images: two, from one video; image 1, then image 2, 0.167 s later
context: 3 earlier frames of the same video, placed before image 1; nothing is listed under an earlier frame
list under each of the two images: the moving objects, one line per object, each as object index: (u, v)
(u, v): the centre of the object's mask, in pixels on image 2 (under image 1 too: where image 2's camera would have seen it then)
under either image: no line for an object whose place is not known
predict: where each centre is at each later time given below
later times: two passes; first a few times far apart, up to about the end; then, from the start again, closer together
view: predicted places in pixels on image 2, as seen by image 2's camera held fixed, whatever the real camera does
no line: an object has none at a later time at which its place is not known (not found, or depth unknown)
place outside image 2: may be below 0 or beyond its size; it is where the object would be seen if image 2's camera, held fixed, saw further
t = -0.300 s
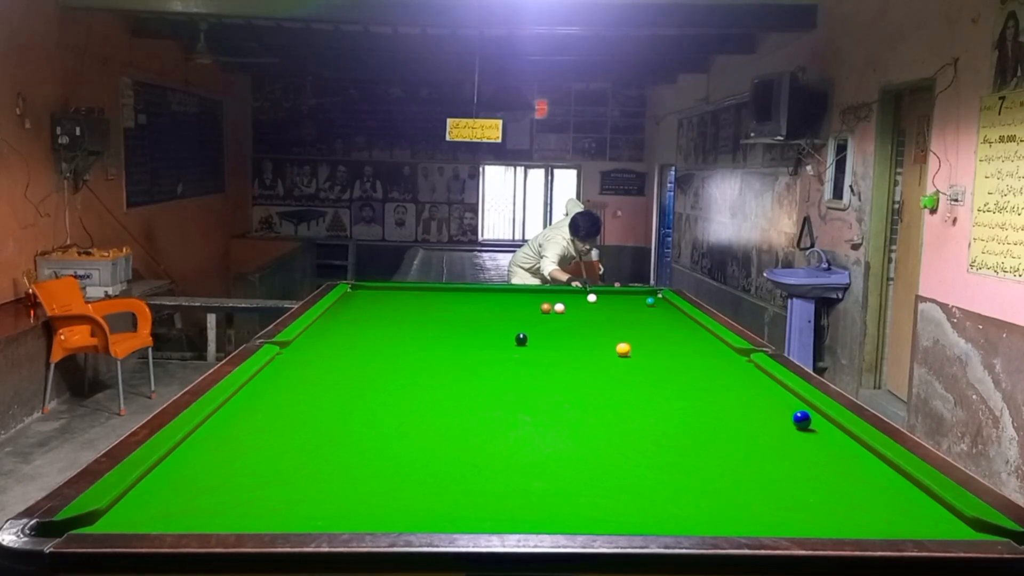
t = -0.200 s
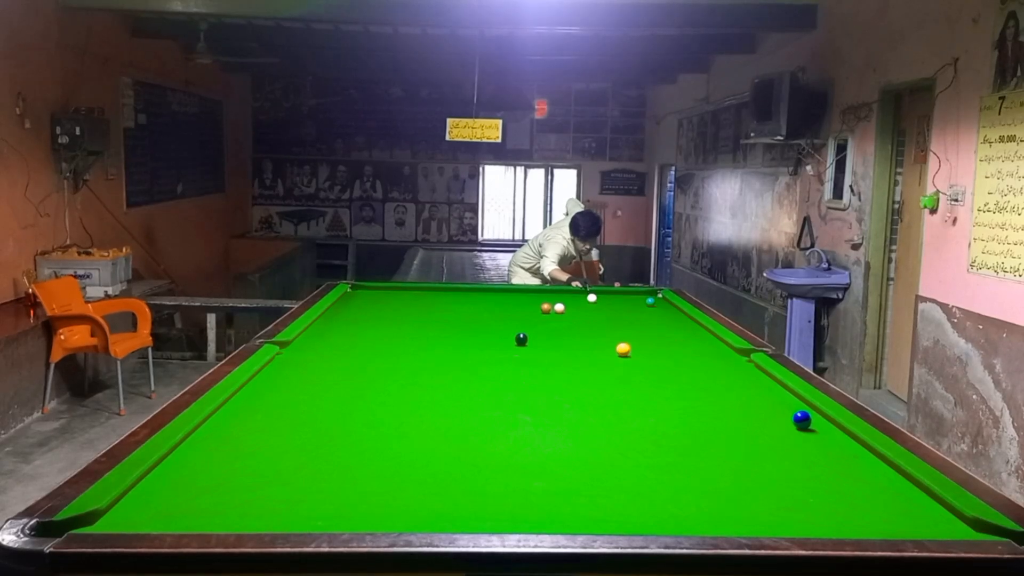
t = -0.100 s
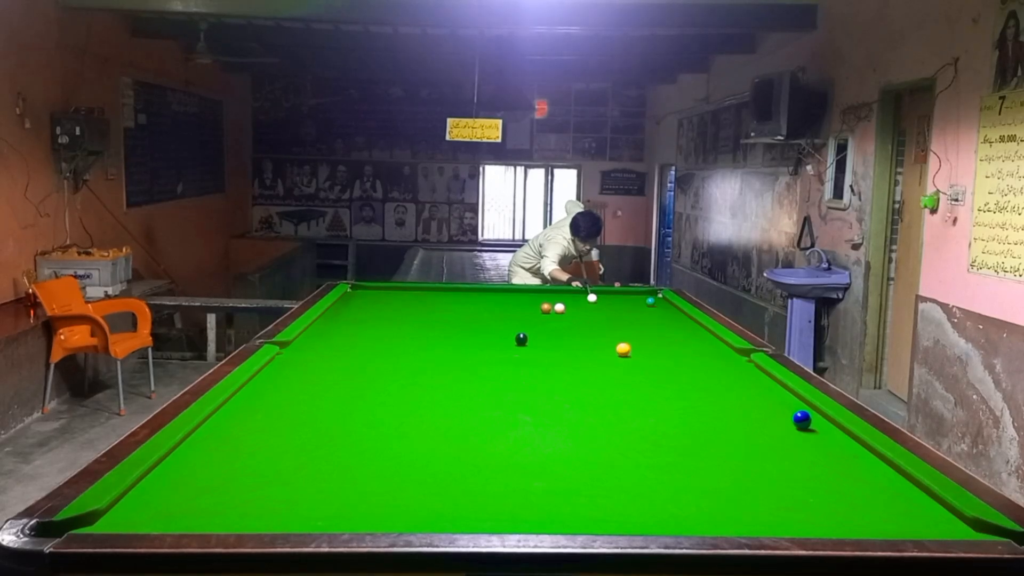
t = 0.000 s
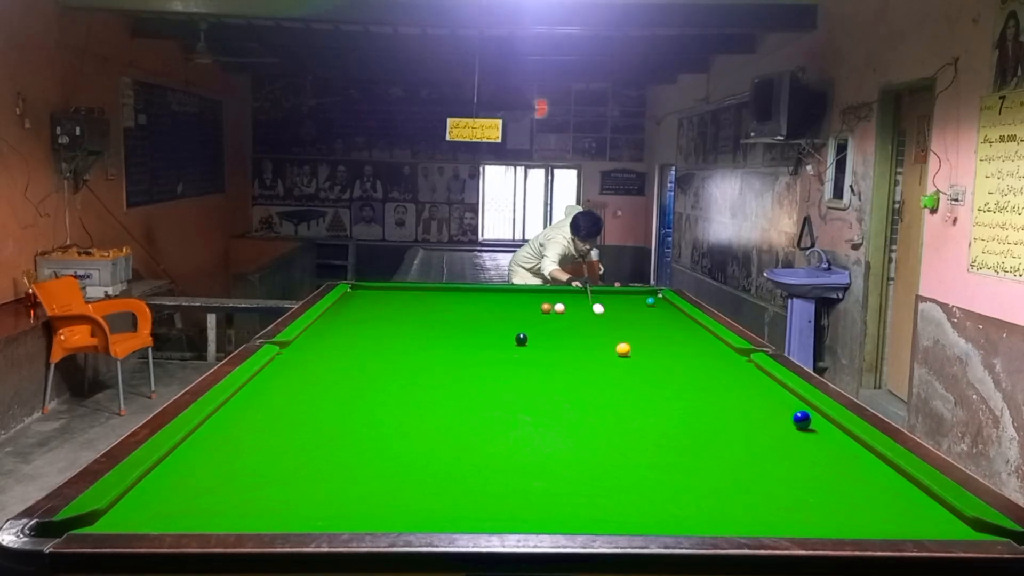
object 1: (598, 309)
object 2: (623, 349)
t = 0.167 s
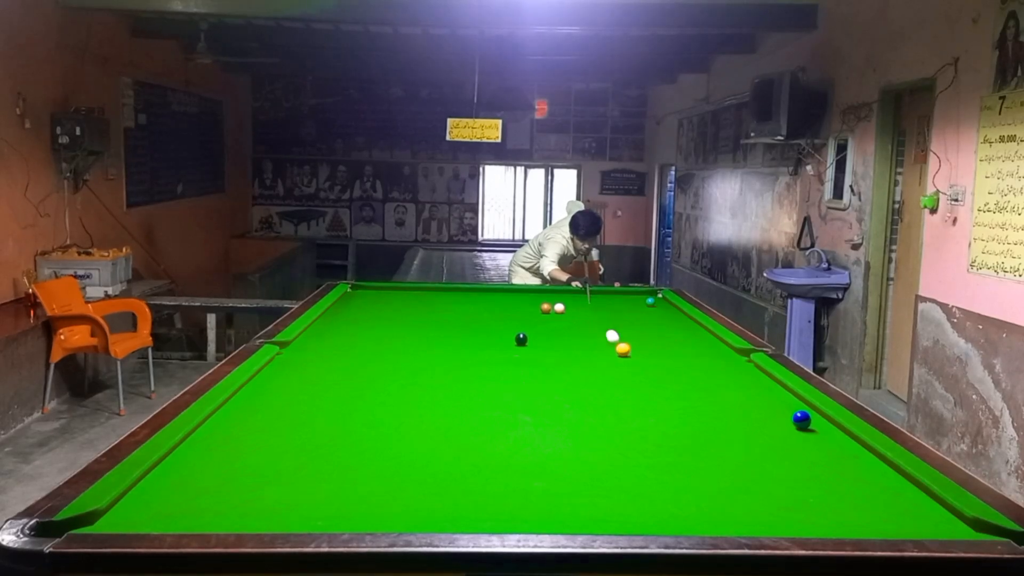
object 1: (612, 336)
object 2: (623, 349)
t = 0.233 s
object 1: (612, 346)
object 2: (630, 351)
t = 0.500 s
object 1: (545, 353)
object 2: (756, 407)
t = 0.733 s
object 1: (488, 358)
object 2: (896, 470)
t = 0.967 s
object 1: (429, 363)
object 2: (899, 511)
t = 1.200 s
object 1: (365, 371)
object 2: (790, 461)
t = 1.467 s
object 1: (287, 380)
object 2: (700, 421)
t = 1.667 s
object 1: (264, 385)
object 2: (647, 397)
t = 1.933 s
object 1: (300, 389)
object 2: (592, 373)
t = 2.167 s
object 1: (329, 393)
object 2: (552, 356)
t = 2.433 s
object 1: (362, 396)
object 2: (514, 340)
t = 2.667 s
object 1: (388, 399)
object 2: (475, 333)
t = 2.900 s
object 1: (412, 401)
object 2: (440, 328)
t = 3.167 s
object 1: (439, 404)
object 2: (403, 322)
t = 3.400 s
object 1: (460, 407)
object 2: (374, 317)
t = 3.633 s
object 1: (480, 409)
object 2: (347, 312)
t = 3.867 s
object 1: (498, 410)
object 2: (337, 309)
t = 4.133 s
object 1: (516, 413)
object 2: (359, 306)
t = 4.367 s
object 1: (530, 414)
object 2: (376, 305)
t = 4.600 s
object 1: (541, 415)
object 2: (392, 303)
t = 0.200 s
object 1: (614, 342)
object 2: (623, 349)
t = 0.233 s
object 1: (612, 346)
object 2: (630, 351)
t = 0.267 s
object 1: (602, 347)
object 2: (644, 357)
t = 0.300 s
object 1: (593, 348)
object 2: (658, 364)
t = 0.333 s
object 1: (585, 348)
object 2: (673, 370)
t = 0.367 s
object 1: (577, 349)
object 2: (689, 377)
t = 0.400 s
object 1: (569, 350)
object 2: (705, 384)
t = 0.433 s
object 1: (561, 351)
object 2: (721, 392)
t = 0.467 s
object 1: (553, 352)
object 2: (738, 399)
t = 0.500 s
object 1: (545, 353)
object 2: (756, 407)
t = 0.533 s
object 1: (537, 353)
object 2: (773, 415)
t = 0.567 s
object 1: (529, 353)
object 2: (792, 424)
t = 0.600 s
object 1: (521, 355)
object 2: (811, 432)
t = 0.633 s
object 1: (513, 356)
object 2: (831, 441)
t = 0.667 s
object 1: (505, 356)
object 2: (852, 450)
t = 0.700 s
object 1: (497, 357)
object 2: (875, 461)
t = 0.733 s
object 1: (488, 358)
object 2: (896, 470)
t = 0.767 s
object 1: (480, 358)
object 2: (903, 481)
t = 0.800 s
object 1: (472, 359)
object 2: (908, 492)
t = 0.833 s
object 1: (463, 361)
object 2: (915, 501)
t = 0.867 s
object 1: (455, 362)
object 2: (923, 513)
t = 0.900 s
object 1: (446, 363)
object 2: (930, 520)
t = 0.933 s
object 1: (437, 363)
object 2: (918, 519)
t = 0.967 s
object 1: (429, 363)
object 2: (899, 511)
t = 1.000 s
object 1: (419, 364)
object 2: (880, 503)
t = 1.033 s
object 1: (411, 366)
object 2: (863, 495)
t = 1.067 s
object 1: (402, 367)
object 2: (847, 488)
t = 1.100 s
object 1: (393, 368)
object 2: (832, 481)
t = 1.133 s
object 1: (384, 368)
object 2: (817, 474)
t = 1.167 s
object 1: (374, 370)
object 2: (803, 467)
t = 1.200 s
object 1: (365, 371)
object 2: (790, 461)
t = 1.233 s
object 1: (356, 372)
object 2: (777, 455)
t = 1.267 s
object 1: (346, 373)
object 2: (764, 450)
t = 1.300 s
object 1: (336, 375)
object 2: (753, 445)
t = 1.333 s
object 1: (327, 375)
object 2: (741, 440)
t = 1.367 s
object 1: (317, 377)
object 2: (730, 435)
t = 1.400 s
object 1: (307, 378)
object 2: (719, 430)
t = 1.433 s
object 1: (297, 379)
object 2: (709, 425)
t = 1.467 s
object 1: (287, 380)
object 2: (700, 421)
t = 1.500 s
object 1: (277, 381)
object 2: (690, 417)
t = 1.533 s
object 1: (267, 382)
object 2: (681, 412)
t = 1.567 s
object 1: (257, 384)
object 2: (672, 408)
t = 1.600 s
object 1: (252, 385)
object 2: (663, 404)
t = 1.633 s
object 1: (258, 385)
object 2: (655, 401)
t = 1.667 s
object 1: (264, 385)
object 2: (647, 397)
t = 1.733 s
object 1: (273, 387)
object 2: (632, 391)
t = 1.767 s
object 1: (278, 387)
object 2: (625, 388)
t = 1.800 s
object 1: (282, 387)
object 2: (618, 385)
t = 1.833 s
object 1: (286, 388)
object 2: (611, 381)
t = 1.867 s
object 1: (291, 388)
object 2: (605, 379)
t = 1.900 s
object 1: (295, 389)
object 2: (598, 376)
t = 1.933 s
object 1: (300, 389)
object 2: (592, 373)
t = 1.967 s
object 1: (304, 390)
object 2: (586, 370)
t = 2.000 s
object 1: (308, 390)
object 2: (580, 367)
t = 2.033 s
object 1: (312, 391)
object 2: (574, 365)
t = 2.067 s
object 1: (317, 391)
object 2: (568, 363)
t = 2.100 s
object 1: (321, 392)
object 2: (563, 360)
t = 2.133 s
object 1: (325, 392)
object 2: (557, 358)
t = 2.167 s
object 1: (329, 393)
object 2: (552, 356)
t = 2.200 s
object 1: (333, 393)
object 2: (547, 354)
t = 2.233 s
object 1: (337, 393)
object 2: (542, 351)
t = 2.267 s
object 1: (342, 394)
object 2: (538, 349)
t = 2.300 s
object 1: (346, 394)
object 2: (533, 347)
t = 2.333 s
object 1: (349, 395)
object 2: (528, 345)
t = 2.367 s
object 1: (353, 395)
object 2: (524, 343)
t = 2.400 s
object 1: (358, 395)
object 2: (520, 341)
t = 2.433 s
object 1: (362, 396)
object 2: (514, 340)
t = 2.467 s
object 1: (365, 396)
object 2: (508, 339)
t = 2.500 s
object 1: (369, 396)
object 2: (502, 338)
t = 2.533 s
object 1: (373, 397)
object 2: (497, 337)
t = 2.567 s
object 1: (377, 397)
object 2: (491, 336)
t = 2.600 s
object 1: (380, 398)
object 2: (486, 335)
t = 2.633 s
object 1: (384, 398)
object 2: (480, 334)
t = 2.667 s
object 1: (388, 399)
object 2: (475, 333)
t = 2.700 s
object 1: (391, 399)
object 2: (470, 333)
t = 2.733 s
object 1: (395, 399)
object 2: (465, 332)
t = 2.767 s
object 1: (398, 400)
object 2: (459, 331)
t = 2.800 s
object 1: (402, 400)
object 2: (454, 330)
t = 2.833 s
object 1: (406, 401)
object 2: (450, 329)
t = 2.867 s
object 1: (409, 401)
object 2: (445, 328)
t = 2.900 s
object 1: (412, 401)
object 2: (440, 328)
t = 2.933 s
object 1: (416, 402)
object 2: (435, 326)
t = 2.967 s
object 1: (419, 402)
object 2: (430, 326)
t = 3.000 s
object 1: (423, 402)
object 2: (425, 325)
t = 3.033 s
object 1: (426, 403)
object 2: (421, 324)
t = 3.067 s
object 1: (429, 403)
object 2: (416, 324)
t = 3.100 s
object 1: (433, 404)
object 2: (412, 323)
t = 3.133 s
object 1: (436, 404)
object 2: (408, 322)
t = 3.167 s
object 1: (439, 404)
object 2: (403, 322)
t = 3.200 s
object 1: (442, 405)
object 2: (399, 321)
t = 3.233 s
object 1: (445, 405)
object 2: (394, 320)
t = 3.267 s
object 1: (449, 405)
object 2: (390, 319)
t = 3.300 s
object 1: (452, 406)
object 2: (386, 318)
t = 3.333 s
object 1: (455, 406)
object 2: (382, 318)
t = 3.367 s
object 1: (458, 406)
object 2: (378, 317)
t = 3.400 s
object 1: (460, 407)
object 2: (374, 317)
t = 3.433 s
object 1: (464, 407)
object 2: (370, 316)
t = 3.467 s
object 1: (466, 407)
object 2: (366, 315)
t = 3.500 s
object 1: (469, 408)
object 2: (362, 315)
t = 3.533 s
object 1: (472, 408)
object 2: (358, 314)
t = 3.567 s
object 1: (475, 408)
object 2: (355, 313)
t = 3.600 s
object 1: (478, 408)
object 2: (351, 313)
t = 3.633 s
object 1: (480, 409)
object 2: (347, 312)
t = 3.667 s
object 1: (483, 409)
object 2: (344, 311)
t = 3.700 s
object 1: (486, 409)
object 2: (340, 311)
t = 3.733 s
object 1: (488, 409)
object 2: (337, 310)
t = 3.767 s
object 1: (491, 410)
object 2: (333, 310)
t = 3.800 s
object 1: (493, 410)
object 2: (331, 309)
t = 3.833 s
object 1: (496, 410)
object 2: (334, 309)
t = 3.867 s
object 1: (498, 410)
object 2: (337, 309)
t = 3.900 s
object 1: (501, 411)
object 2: (340, 308)
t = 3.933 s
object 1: (503, 411)
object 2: (343, 308)
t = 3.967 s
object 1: (505, 411)
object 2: (345, 308)
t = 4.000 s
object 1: (507, 411)
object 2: (349, 307)
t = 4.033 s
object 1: (509, 412)
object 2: (351, 307)
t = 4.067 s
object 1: (512, 412)
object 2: (354, 307)
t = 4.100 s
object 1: (514, 412)
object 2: (356, 307)
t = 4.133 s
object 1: (516, 413)
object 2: (359, 306)
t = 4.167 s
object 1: (518, 413)
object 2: (362, 306)
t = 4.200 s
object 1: (520, 413)
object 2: (364, 306)
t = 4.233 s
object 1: (522, 413)
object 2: (367, 305)
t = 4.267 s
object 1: (524, 413)
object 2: (369, 305)
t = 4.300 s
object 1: (526, 414)
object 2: (372, 305)
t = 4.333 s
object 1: (528, 414)
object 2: (374, 305)
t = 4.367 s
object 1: (530, 414)
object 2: (376, 305)
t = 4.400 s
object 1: (531, 414)
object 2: (379, 304)
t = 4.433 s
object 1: (533, 414)
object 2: (381, 304)
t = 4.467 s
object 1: (535, 415)
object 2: (383, 304)
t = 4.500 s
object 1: (536, 415)
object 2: (385, 304)
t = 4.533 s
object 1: (538, 415)
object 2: (388, 304)
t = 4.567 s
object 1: (540, 415)
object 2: (390, 303)
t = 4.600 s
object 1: (541, 415)
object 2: (392, 303)
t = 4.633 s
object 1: (543, 415)
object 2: (394, 303)
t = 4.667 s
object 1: (544, 416)
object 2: (397, 302)
